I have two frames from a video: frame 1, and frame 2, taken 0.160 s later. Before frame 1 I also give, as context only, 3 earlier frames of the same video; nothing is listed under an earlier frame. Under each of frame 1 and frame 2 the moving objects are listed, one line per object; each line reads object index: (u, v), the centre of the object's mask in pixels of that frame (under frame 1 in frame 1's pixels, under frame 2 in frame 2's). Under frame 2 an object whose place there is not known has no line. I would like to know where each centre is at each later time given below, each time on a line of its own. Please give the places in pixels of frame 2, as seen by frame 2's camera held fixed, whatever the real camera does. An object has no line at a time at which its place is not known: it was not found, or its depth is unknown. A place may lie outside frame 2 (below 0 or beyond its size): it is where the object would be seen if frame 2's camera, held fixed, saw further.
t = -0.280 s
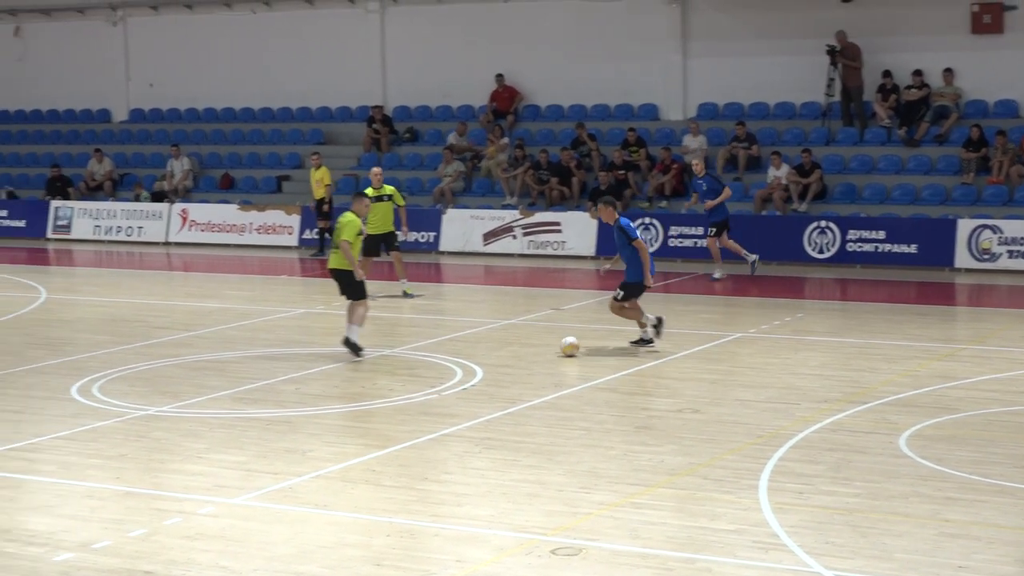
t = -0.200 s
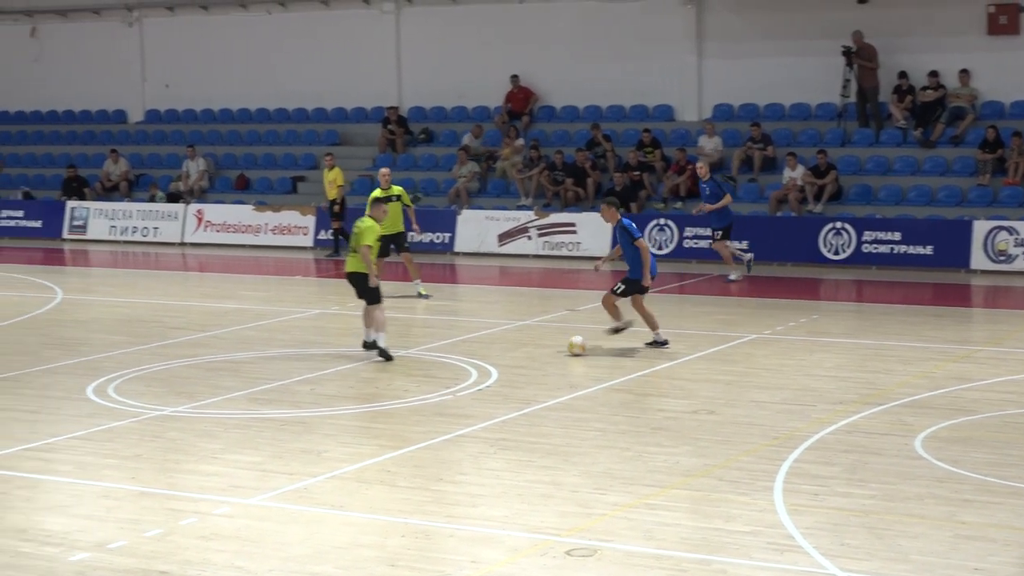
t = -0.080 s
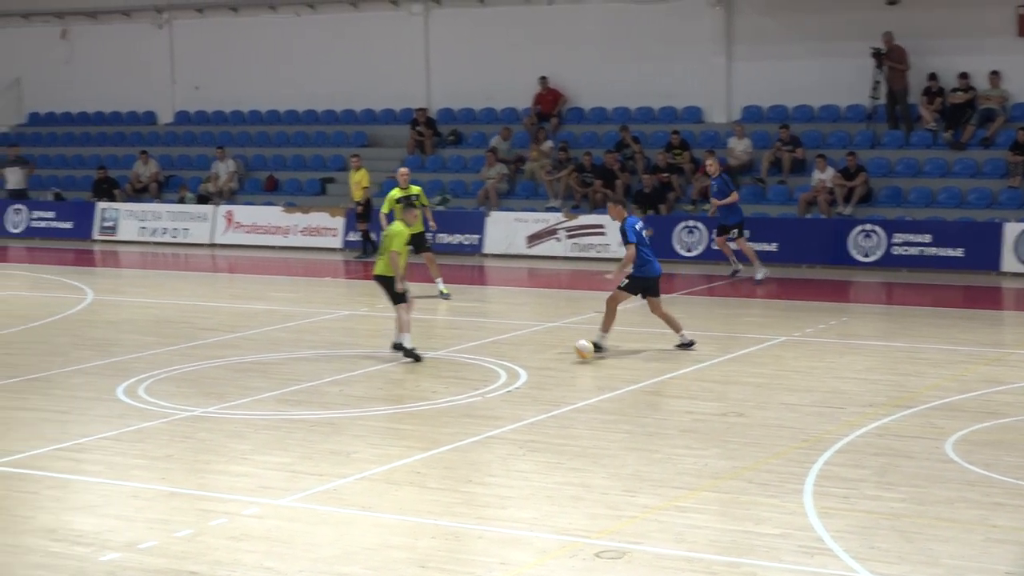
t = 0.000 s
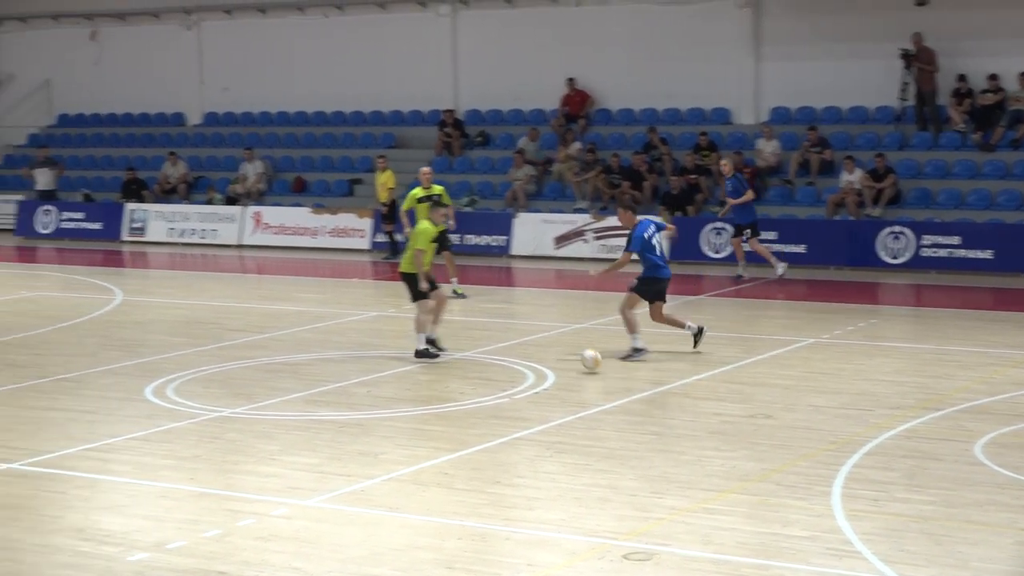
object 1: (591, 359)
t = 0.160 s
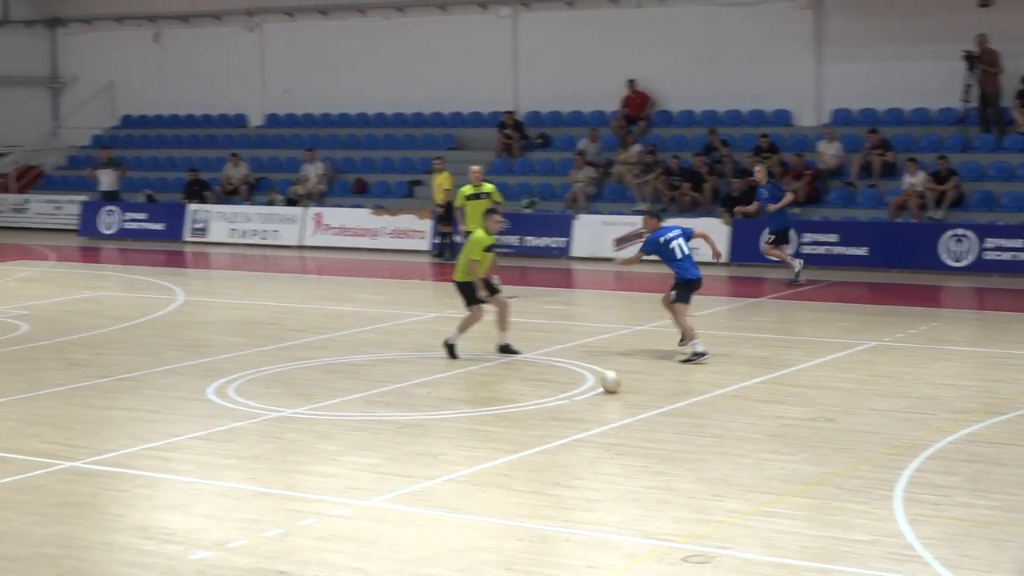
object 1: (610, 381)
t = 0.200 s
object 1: (602, 386)
